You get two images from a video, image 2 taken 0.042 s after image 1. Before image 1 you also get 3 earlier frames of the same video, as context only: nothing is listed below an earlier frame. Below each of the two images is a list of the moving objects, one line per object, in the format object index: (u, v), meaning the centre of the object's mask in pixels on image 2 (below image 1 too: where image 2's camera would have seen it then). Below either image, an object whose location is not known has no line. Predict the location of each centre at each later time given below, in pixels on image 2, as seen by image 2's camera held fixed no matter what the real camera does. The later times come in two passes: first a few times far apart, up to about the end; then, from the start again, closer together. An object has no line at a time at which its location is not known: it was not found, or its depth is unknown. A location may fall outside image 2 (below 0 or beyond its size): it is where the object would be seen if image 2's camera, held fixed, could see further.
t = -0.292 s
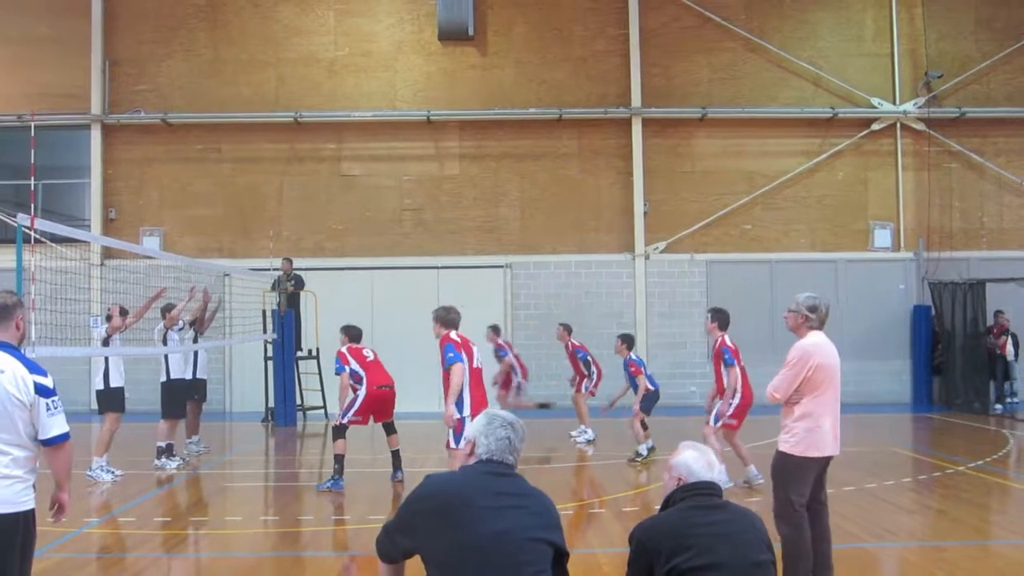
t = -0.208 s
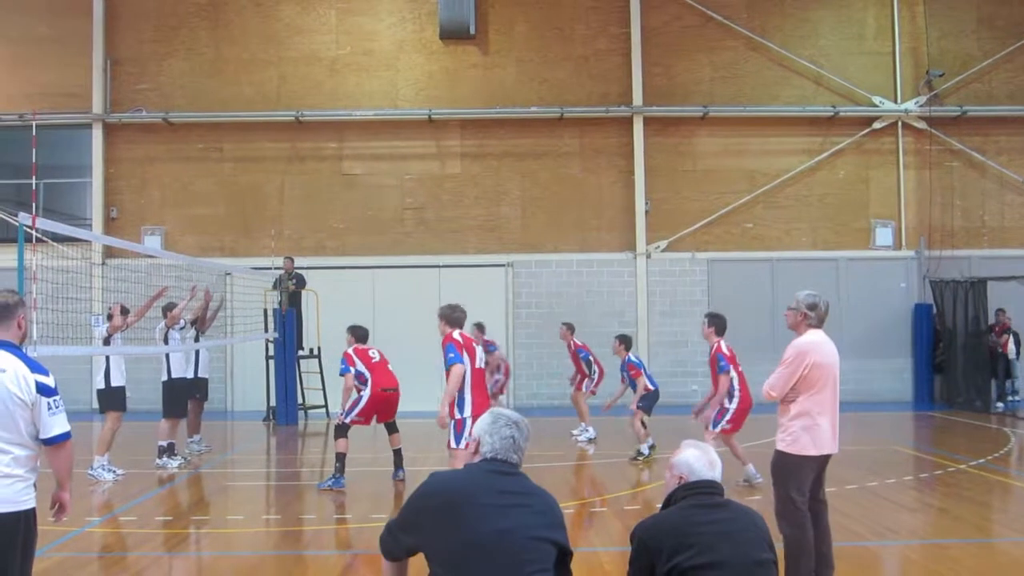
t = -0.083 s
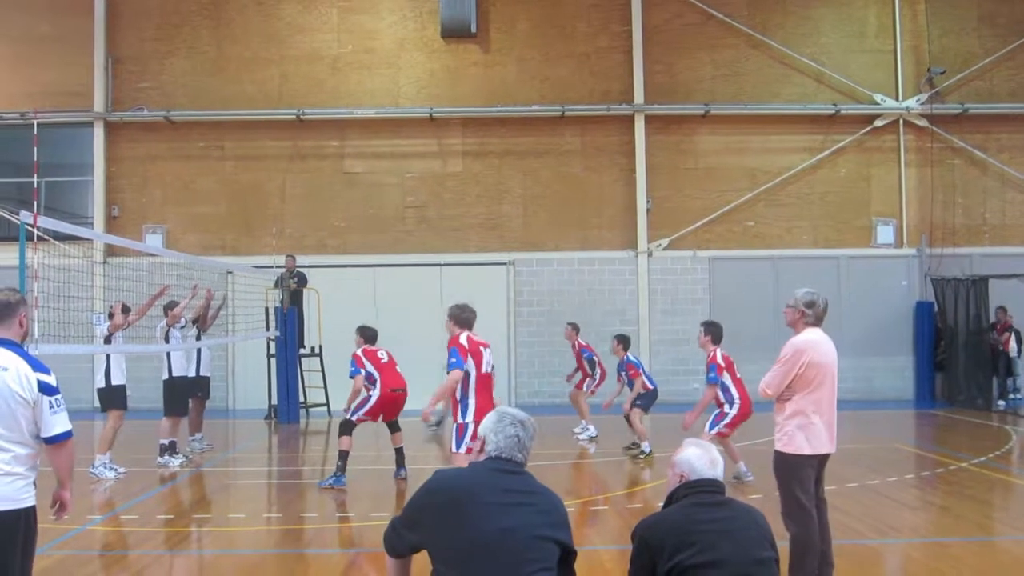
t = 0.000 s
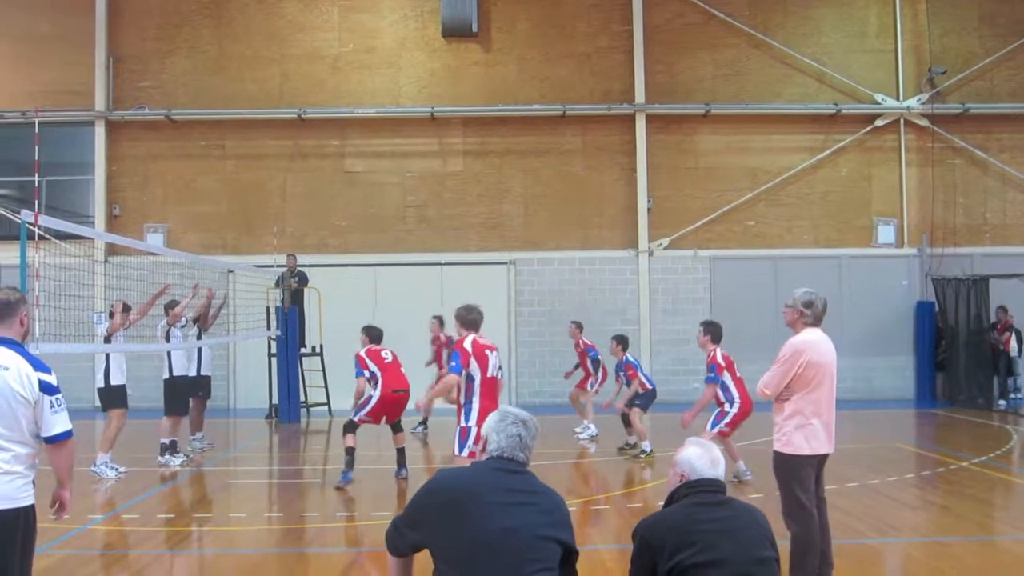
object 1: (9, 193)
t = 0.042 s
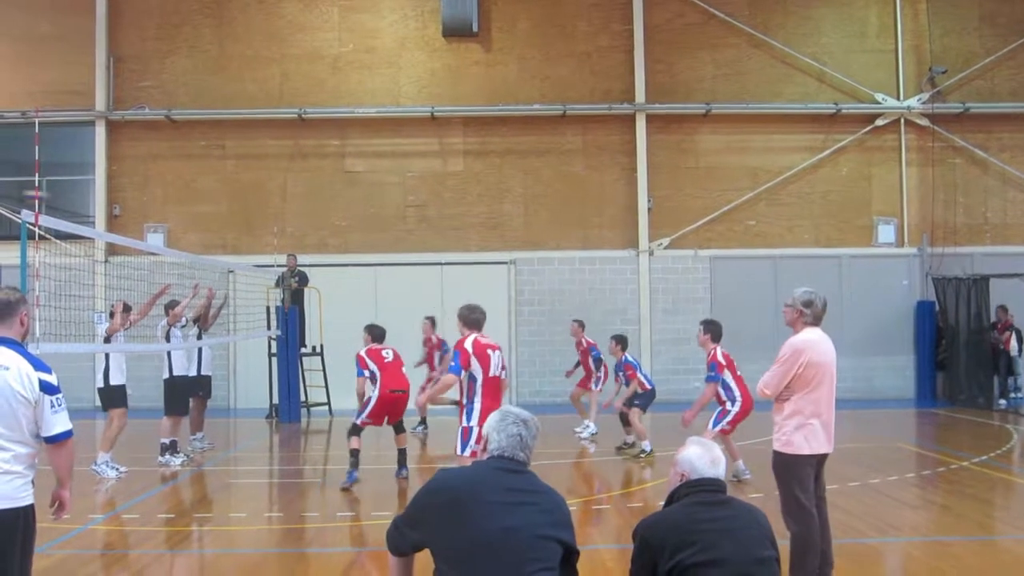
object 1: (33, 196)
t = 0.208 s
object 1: (175, 221)
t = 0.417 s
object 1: (360, 292)
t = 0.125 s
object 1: (105, 205)
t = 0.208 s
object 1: (175, 221)
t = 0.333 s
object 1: (284, 253)
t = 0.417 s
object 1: (360, 292)
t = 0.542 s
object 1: (471, 354)
